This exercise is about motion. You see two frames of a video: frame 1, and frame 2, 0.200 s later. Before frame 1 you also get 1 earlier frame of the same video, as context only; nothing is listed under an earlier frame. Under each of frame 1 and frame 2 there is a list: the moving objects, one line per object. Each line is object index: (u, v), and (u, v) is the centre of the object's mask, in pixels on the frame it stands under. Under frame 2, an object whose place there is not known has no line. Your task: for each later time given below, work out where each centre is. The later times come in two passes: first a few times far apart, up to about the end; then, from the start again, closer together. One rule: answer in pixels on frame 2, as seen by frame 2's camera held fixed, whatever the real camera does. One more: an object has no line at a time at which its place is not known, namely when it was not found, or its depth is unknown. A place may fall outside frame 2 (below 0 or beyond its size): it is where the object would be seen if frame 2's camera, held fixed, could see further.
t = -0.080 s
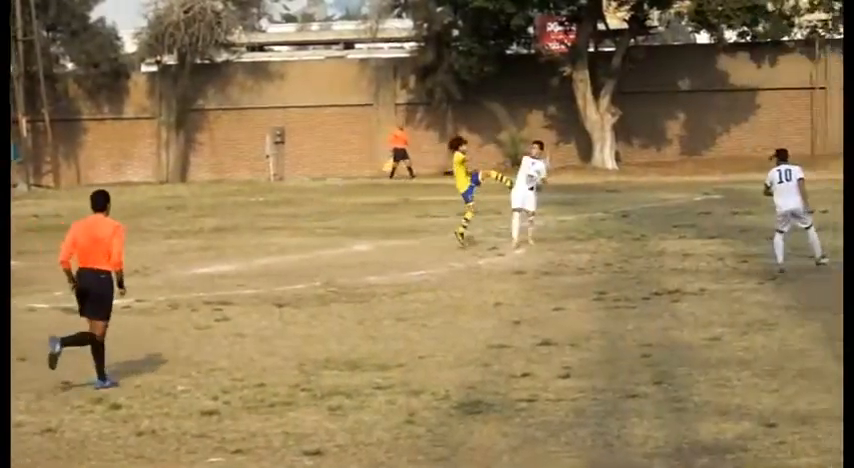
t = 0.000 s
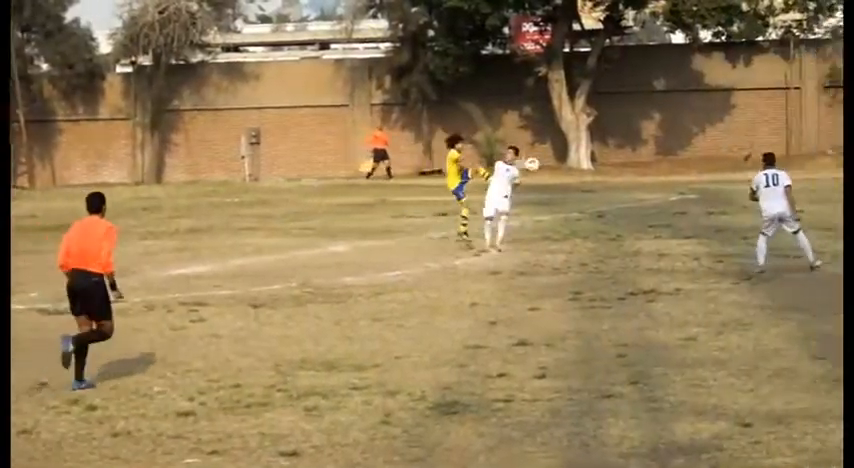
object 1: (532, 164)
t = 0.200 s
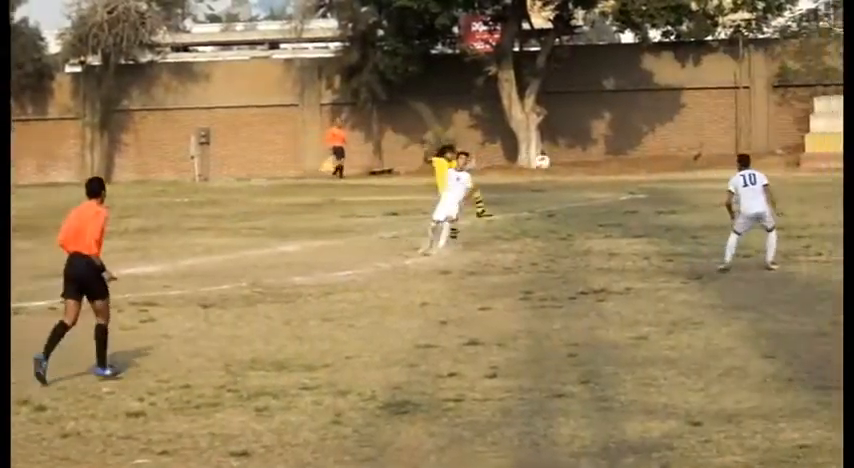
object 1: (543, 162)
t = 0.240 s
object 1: (552, 164)
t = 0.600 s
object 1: (665, 244)
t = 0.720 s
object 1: (702, 232)
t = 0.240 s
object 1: (552, 164)
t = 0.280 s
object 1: (567, 169)
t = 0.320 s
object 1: (577, 173)
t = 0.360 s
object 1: (587, 179)
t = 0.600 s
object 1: (665, 244)
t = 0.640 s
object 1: (675, 251)
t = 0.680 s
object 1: (692, 239)
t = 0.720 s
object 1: (702, 232)
